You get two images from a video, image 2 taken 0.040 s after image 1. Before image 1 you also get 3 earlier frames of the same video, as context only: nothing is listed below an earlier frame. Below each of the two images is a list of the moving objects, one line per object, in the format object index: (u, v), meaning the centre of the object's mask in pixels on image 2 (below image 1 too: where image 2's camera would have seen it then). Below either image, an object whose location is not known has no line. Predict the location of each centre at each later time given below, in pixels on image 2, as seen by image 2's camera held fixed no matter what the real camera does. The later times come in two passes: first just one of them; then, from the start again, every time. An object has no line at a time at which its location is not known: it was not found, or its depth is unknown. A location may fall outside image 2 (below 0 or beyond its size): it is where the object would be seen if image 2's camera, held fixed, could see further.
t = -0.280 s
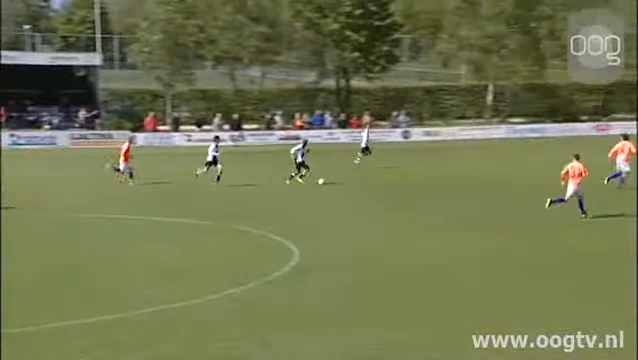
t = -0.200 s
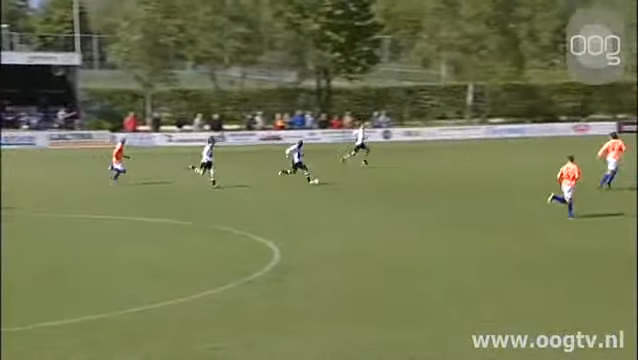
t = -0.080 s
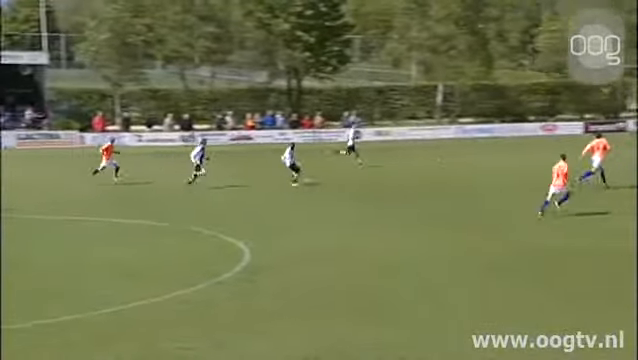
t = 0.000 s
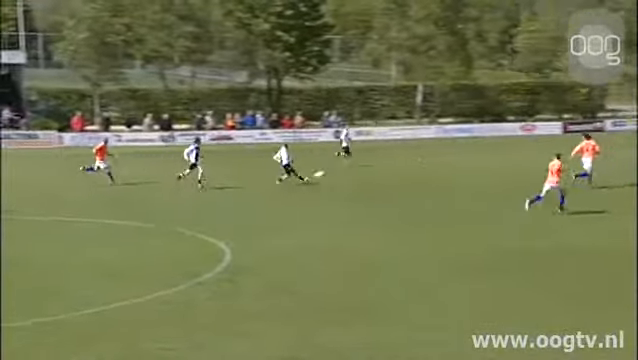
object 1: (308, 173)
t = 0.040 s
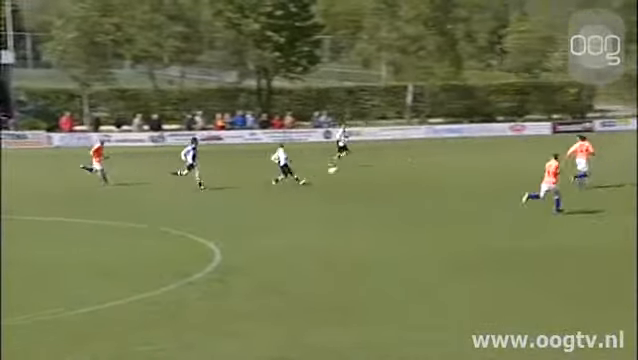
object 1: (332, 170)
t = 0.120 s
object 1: (379, 162)
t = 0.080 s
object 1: (356, 166)
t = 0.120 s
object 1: (379, 162)
